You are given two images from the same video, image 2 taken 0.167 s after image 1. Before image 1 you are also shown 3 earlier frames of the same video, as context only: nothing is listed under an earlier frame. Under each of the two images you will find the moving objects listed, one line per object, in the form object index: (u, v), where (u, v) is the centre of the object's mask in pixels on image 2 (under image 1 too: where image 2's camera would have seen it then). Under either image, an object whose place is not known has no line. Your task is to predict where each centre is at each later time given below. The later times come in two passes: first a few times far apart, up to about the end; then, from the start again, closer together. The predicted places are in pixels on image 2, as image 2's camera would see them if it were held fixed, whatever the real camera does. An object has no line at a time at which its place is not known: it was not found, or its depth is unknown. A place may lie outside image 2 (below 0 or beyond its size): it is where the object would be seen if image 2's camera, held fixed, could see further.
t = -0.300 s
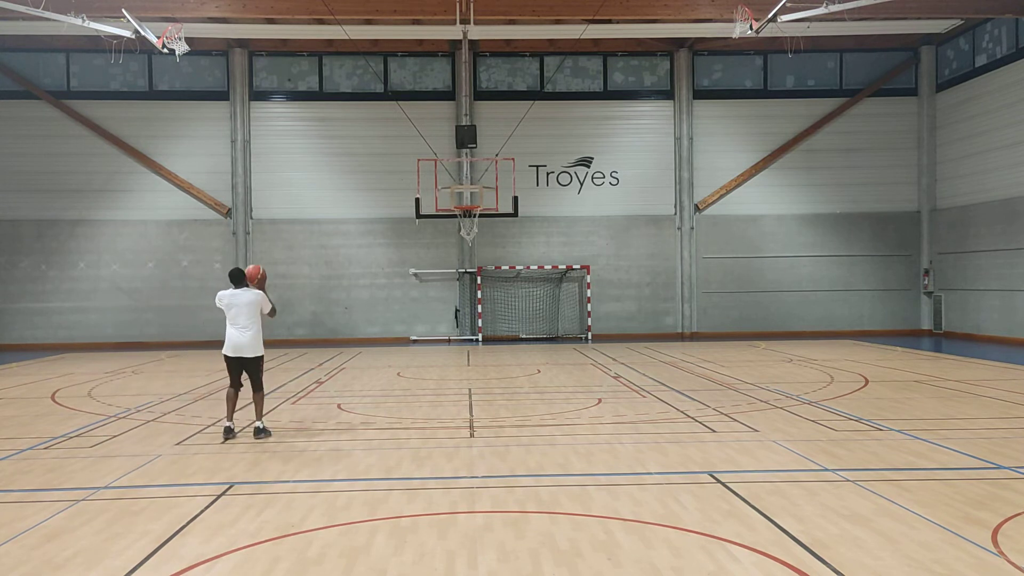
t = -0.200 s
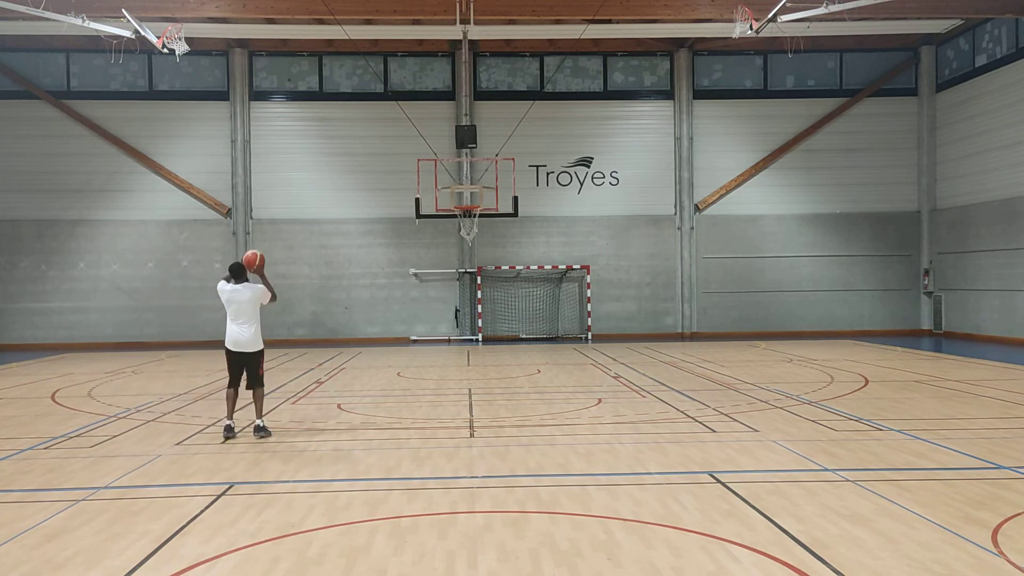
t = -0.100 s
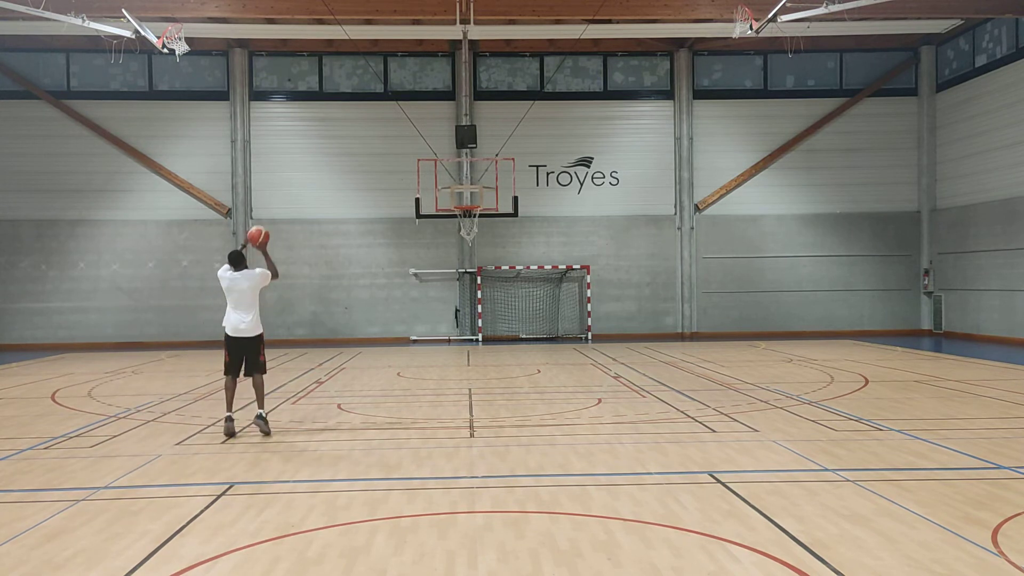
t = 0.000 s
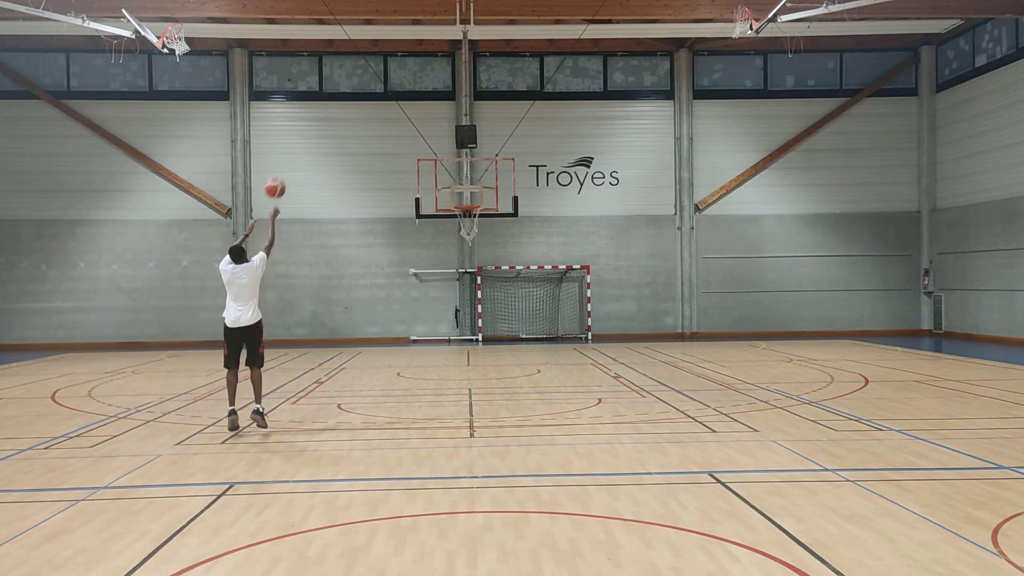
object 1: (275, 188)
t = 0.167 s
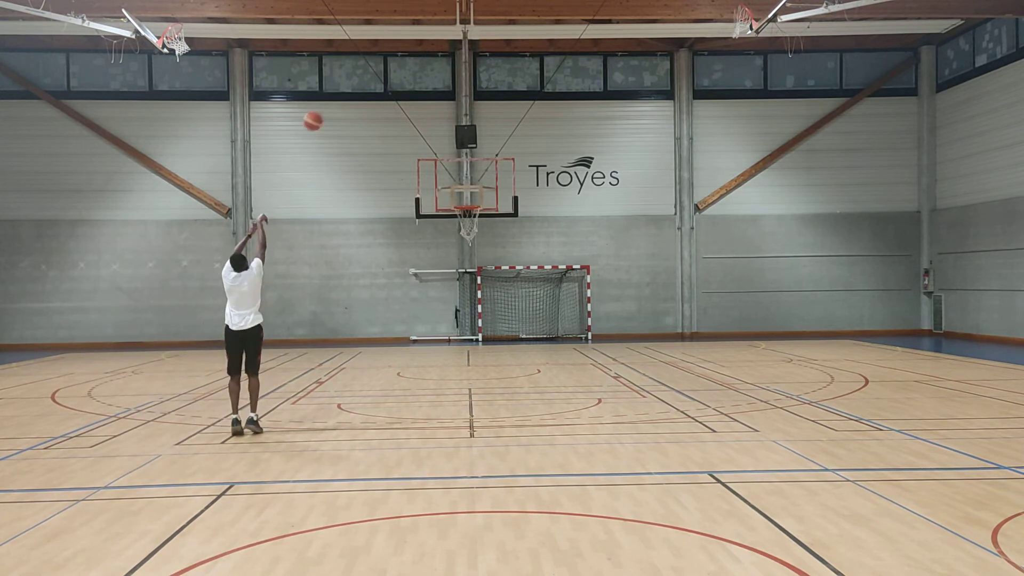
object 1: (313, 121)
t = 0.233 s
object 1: (327, 103)
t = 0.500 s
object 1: (375, 69)
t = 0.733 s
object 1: (409, 81)
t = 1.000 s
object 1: (442, 129)
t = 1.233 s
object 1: (467, 197)
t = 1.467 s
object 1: (461, 270)
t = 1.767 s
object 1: (446, 347)
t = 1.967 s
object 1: (431, 294)
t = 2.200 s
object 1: (413, 257)
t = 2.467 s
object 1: (393, 252)
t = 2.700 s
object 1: (374, 283)
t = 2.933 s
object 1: (355, 349)
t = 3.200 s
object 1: (333, 341)
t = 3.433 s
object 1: (313, 308)
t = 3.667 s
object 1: (292, 312)
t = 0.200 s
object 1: (320, 111)
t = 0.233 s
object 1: (327, 103)
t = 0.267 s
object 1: (334, 95)
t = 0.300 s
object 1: (340, 89)
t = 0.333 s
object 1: (346, 83)
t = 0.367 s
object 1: (352, 78)
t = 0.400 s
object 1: (358, 75)
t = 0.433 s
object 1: (363, 72)
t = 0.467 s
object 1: (369, 70)
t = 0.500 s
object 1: (375, 69)
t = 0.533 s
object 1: (380, 69)
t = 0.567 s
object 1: (385, 69)
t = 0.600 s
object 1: (389, 70)
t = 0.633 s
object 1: (395, 71)
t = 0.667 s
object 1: (400, 74)
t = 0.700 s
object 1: (404, 77)
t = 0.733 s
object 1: (409, 81)
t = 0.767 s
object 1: (413, 85)
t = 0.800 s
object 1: (418, 90)
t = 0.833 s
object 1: (422, 95)
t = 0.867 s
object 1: (426, 101)
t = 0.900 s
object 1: (430, 107)
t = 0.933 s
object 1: (434, 114)
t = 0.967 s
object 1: (438, 121)
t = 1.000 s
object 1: (442, 129)
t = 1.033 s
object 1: (445, 138)
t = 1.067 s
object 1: (449, 146)
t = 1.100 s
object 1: (453, 156)
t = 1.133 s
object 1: (457, 165)
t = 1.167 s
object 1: (461, 176)
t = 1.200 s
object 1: (464, 185)
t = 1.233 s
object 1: (467, 197)
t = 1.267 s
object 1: (470, 209)
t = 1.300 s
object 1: (469, 216)
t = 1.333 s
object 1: (468, 228)
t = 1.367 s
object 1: (466, 236)
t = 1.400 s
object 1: (464, 247)
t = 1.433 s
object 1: (463, 258)
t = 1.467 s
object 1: (461, 270)
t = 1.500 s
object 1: (459, 282)
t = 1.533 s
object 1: (458, 295)
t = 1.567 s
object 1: (457, 308)
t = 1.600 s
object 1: (455, 322)
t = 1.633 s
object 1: (454, 337)
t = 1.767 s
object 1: (446, 347)
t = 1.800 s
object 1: (444, 337)
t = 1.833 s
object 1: (441, 327)
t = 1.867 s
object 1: (439, 318)
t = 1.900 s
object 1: (436, 309)
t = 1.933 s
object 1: (434, 301)
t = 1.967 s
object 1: (431, 294)
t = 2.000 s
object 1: (429, 287)
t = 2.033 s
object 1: (427, 281)
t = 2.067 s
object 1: (424, 275)
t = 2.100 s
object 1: (421, 270)
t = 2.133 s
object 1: (419, 264)
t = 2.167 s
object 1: (416, 261)
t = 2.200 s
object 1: (413, 257)
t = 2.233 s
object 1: (411, 254)
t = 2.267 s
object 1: (409, 252)
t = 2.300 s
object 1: (406, 250)
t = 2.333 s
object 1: (403, 249)
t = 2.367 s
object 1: (401, 249)
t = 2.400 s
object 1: (398, 249)
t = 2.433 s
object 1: (395, 250)
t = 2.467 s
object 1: (393, 252)
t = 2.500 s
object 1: (390, 254)
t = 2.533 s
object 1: (387, 257)
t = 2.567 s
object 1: (385, 261)
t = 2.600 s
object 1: (382, 265)
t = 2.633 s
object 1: (379, 270)
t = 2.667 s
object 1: (377, 276)
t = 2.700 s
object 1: (374, 283)
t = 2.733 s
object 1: (372, 290)
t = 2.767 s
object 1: (369, 298)
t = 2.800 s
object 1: (366, 307)
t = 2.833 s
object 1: (363, 316)
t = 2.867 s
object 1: (360, 327)
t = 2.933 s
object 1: (355, 349)
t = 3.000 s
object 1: (350, 376)
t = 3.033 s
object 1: (348, 383)
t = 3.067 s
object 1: (345, 373)
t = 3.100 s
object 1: (342, 365)
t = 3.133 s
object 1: (339, 356)
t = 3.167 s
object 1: (336, 347)
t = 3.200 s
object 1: (333, 341)
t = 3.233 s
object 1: (331, 333)
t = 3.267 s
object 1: (327, 328)
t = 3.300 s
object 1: (324, 323)
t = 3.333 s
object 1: (322, 318)
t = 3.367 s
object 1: (319, 314)
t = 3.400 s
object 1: (315, 311)
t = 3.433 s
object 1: (313, 308)
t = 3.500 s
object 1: (307, 306)
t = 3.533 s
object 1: (304, 306)
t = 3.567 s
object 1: (301, 307)
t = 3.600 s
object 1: (298, 307)
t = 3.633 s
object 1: (295, 309)
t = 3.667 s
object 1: (292, 312)
